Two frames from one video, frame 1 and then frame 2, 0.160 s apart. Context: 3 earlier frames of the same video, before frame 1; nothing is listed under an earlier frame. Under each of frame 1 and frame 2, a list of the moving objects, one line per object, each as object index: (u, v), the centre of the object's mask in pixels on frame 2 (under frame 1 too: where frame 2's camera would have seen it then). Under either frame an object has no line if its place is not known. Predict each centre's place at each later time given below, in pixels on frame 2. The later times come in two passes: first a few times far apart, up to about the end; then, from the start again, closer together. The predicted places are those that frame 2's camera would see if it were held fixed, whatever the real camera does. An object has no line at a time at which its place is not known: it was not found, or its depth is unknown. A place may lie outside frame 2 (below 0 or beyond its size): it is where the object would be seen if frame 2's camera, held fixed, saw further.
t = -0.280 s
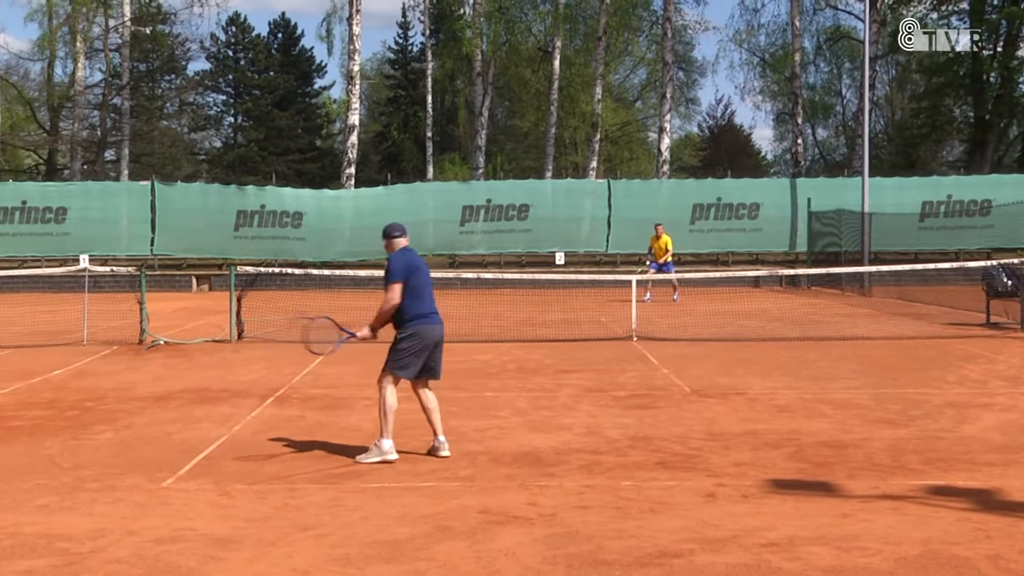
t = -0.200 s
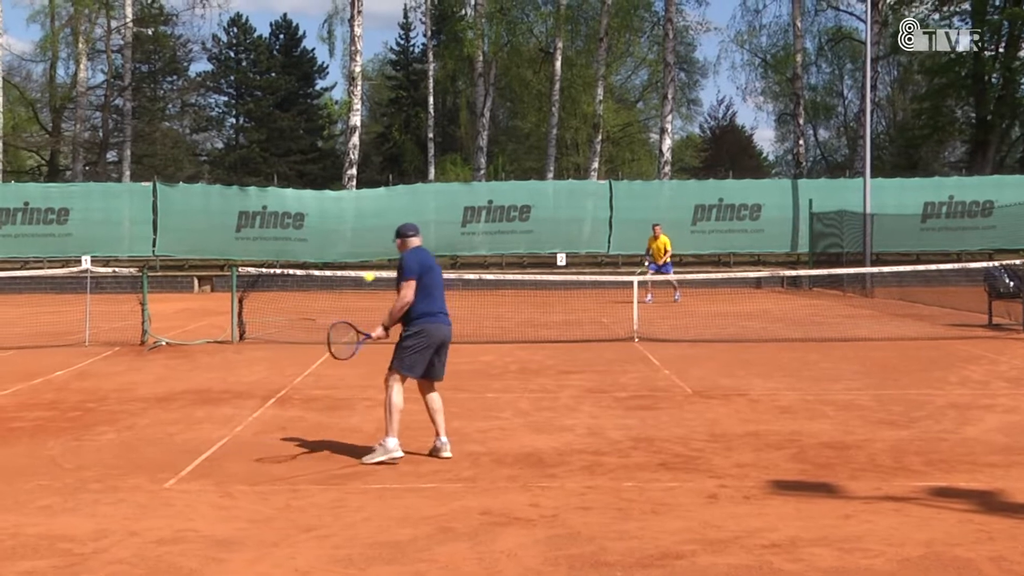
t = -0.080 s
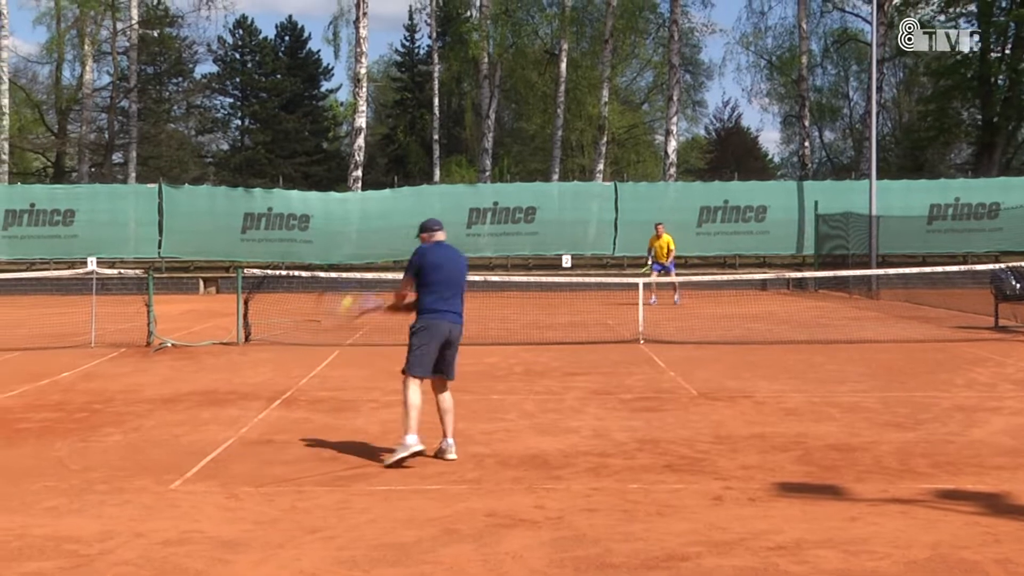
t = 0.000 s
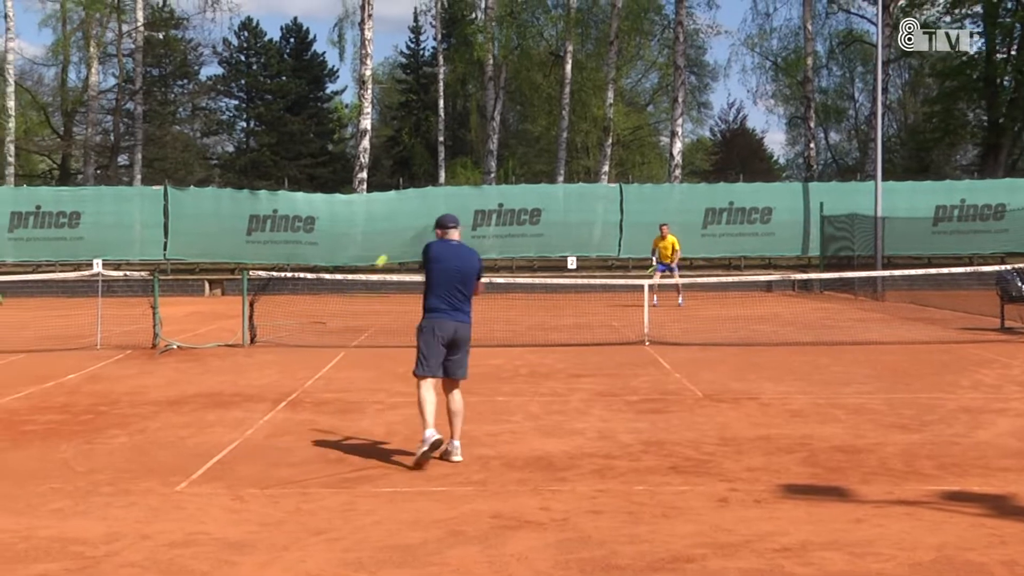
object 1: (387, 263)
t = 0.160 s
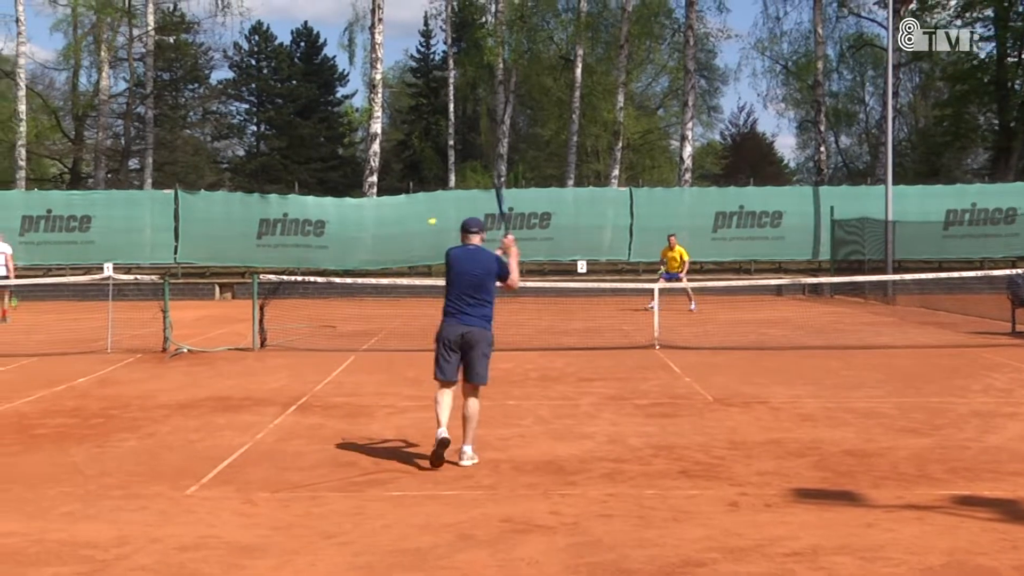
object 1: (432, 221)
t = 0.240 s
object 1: (449, 216)
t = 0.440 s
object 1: (479, 229)
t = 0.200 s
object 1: (441, 217)
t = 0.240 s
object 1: (449, 216)
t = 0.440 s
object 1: (479, 229)
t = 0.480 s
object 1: (483, 236)
